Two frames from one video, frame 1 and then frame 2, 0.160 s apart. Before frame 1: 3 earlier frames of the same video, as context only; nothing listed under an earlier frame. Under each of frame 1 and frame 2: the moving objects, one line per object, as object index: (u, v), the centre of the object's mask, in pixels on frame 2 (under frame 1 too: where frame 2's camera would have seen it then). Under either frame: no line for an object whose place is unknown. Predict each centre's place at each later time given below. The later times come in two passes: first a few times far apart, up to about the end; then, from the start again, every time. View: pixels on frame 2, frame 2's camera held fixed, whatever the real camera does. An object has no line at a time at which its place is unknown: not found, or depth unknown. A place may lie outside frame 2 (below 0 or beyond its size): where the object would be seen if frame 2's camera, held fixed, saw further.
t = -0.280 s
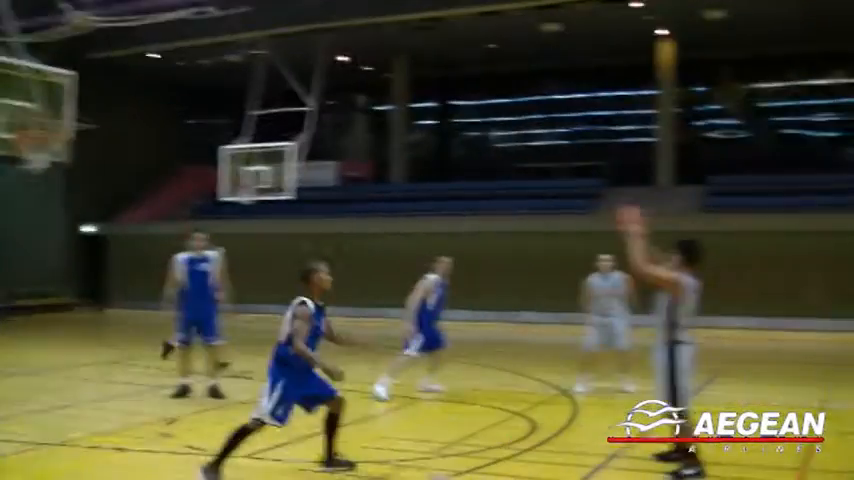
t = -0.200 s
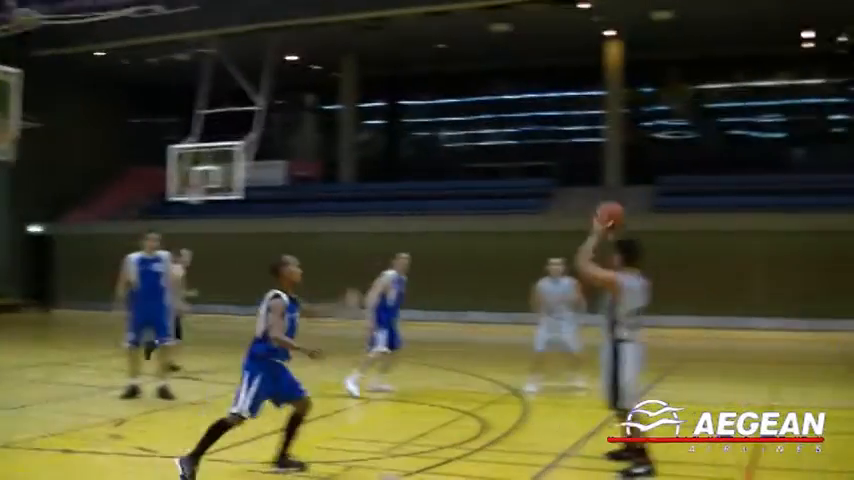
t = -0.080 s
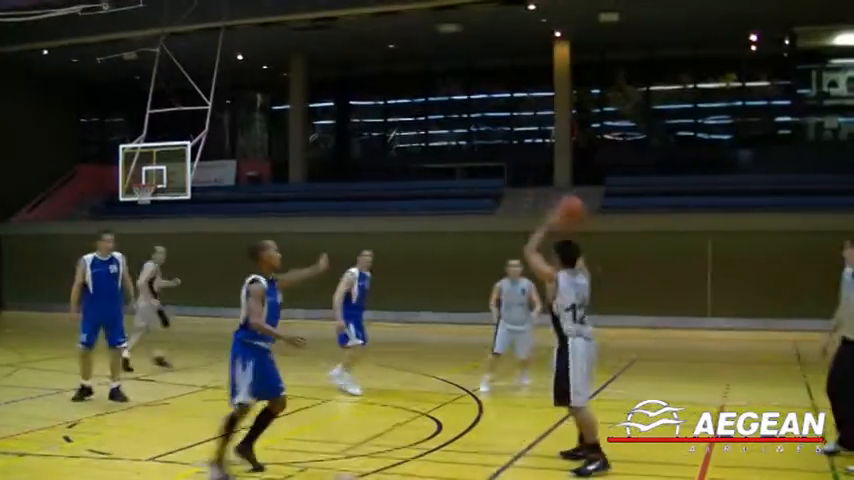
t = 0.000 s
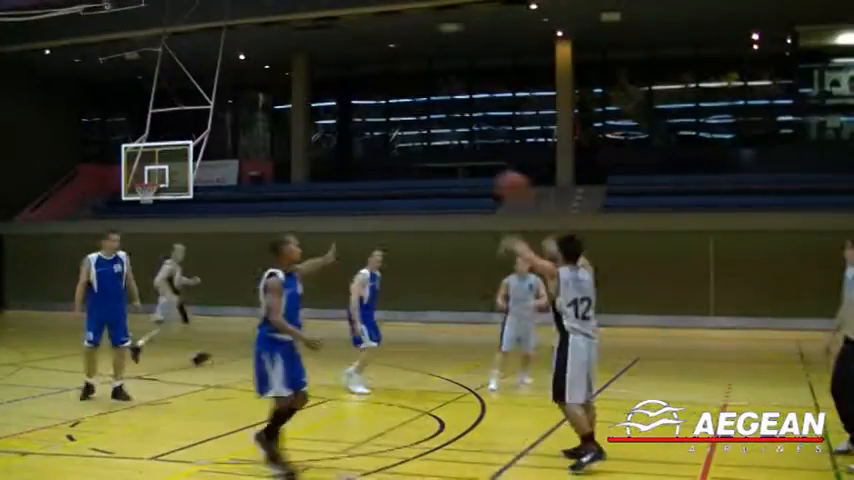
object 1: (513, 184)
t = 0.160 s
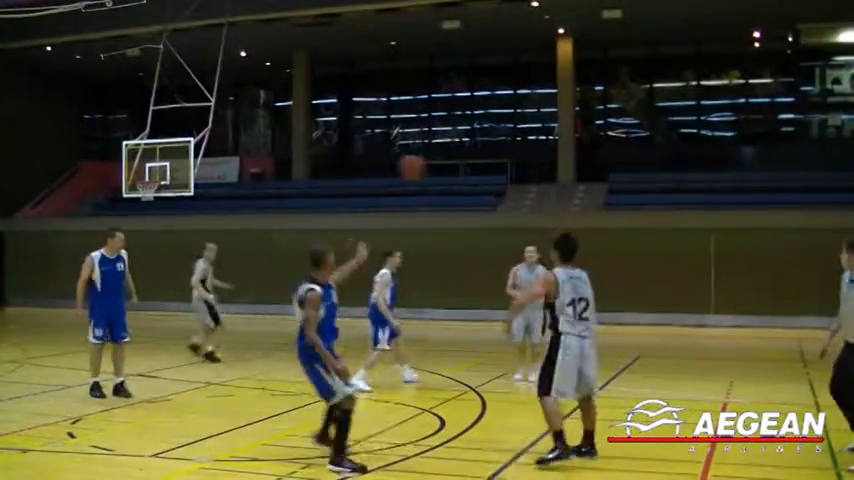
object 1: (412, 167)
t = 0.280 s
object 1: (357, 172)
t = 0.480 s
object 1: (287, 204)
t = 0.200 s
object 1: (392, 168)
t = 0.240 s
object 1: (373, 169)
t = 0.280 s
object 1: (357, 172)
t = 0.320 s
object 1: (340, 177)
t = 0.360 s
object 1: (326, 182)
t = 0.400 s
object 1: (312, 189)
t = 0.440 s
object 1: (298, 197)
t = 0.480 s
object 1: (287, 204)
